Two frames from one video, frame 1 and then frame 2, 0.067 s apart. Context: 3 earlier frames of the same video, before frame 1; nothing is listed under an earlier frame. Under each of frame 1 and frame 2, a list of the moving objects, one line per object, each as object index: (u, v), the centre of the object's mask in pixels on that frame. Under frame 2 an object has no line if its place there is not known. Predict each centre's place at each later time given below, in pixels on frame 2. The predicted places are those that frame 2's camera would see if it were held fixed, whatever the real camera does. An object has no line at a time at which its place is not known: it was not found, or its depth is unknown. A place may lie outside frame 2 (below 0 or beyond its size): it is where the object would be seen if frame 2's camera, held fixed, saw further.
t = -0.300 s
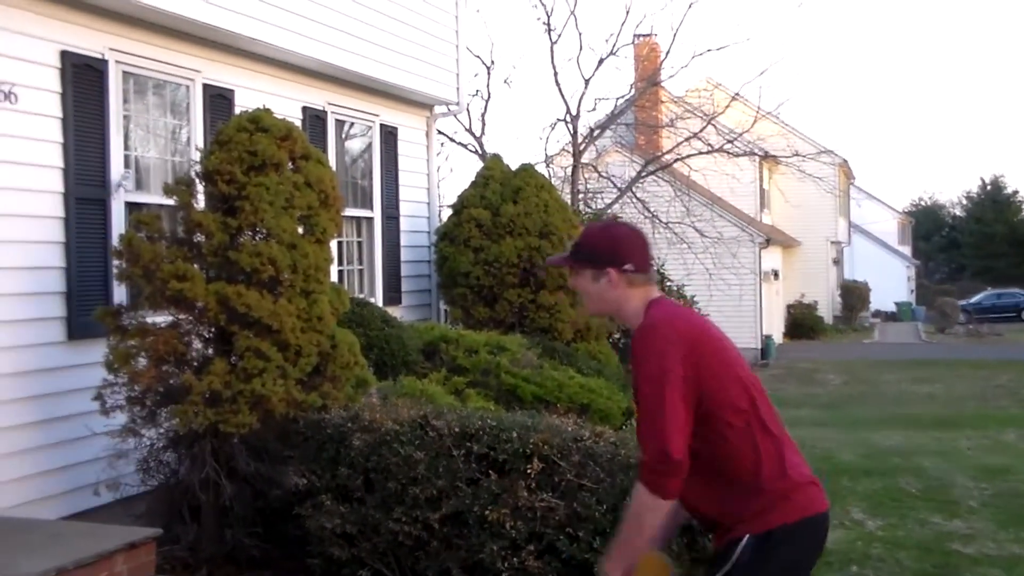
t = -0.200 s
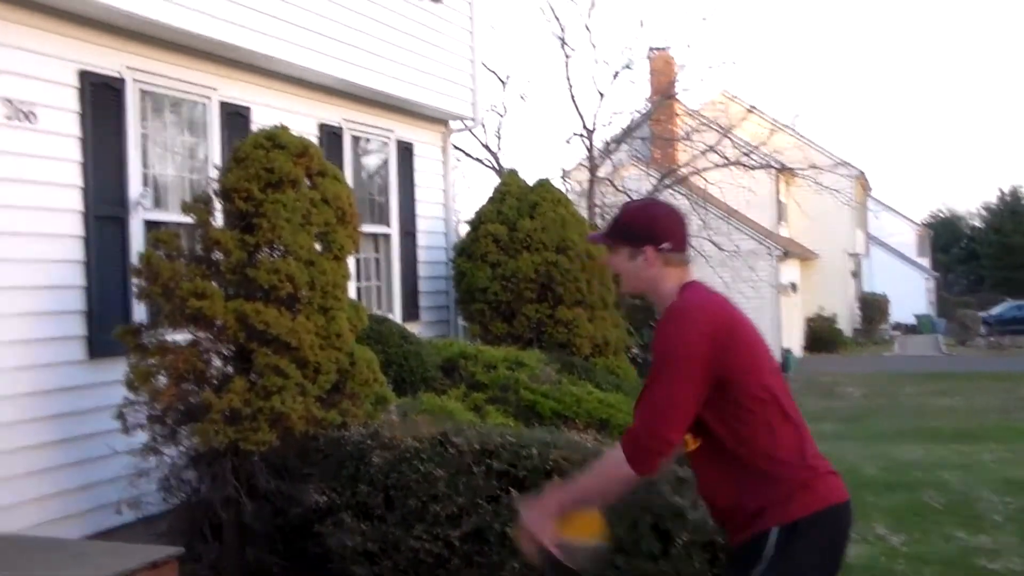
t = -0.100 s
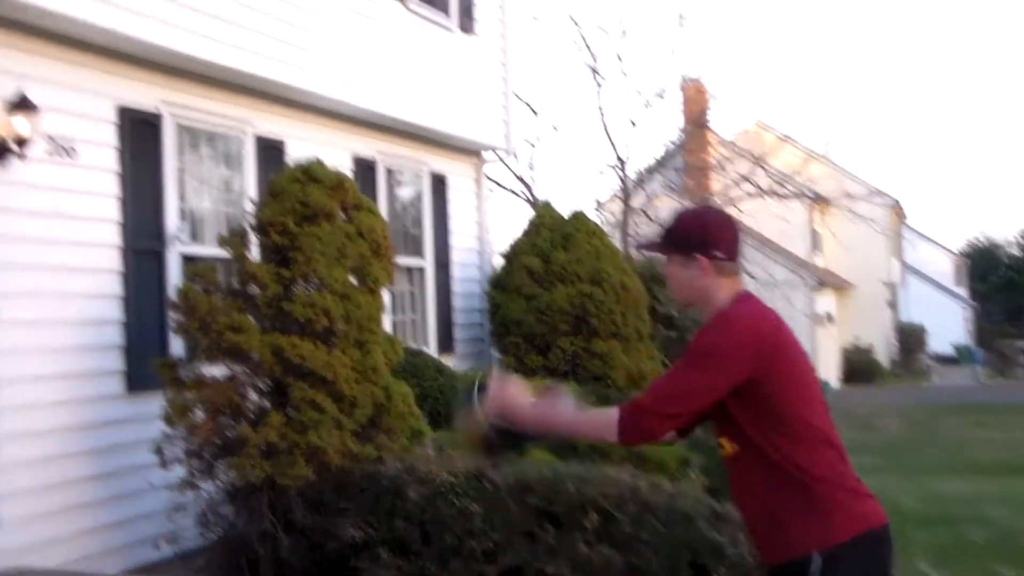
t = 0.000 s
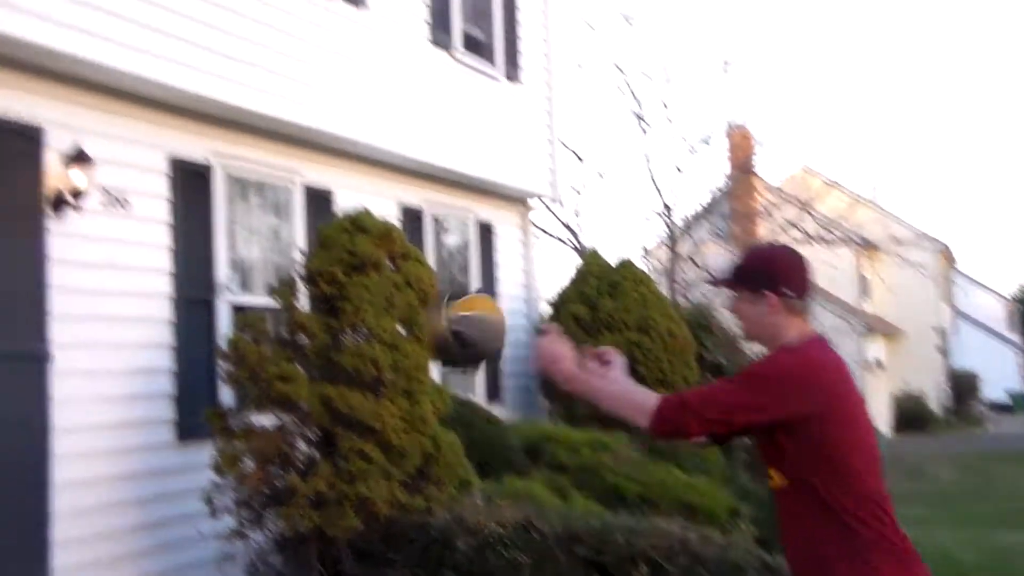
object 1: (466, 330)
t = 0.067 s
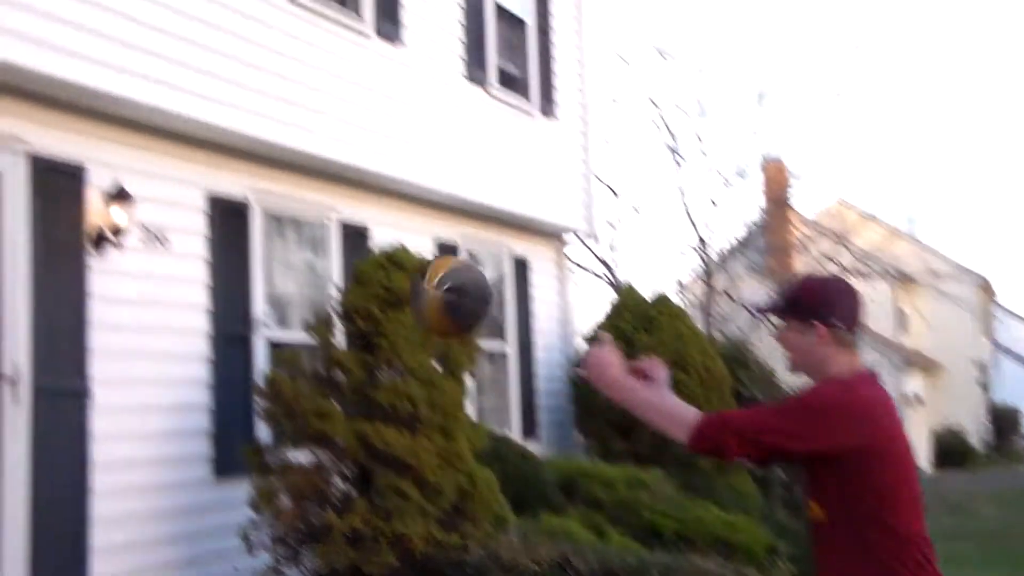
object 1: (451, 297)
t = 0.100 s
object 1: (427, 269)
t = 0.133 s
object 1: (404, 244)
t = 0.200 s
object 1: (360, 210)
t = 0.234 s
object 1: (340, 200)
